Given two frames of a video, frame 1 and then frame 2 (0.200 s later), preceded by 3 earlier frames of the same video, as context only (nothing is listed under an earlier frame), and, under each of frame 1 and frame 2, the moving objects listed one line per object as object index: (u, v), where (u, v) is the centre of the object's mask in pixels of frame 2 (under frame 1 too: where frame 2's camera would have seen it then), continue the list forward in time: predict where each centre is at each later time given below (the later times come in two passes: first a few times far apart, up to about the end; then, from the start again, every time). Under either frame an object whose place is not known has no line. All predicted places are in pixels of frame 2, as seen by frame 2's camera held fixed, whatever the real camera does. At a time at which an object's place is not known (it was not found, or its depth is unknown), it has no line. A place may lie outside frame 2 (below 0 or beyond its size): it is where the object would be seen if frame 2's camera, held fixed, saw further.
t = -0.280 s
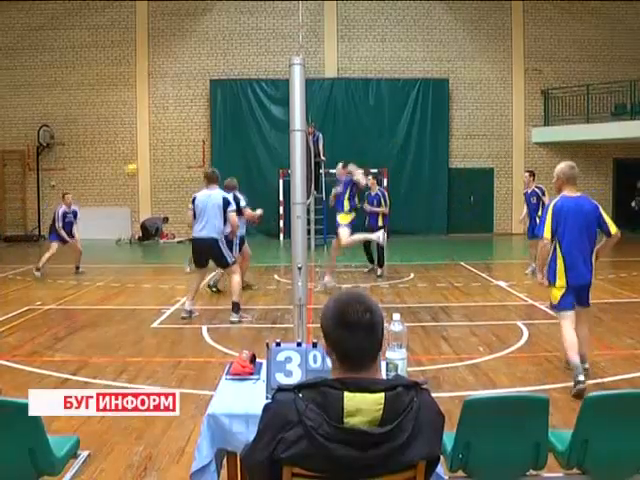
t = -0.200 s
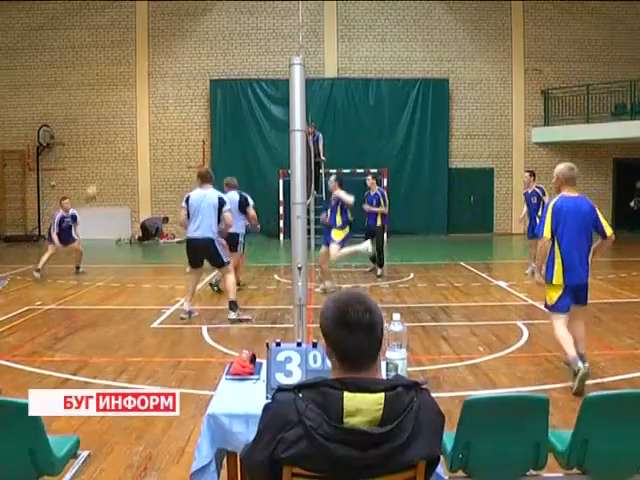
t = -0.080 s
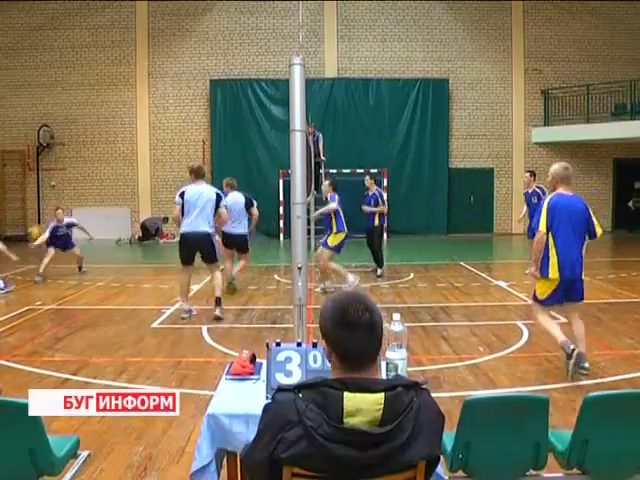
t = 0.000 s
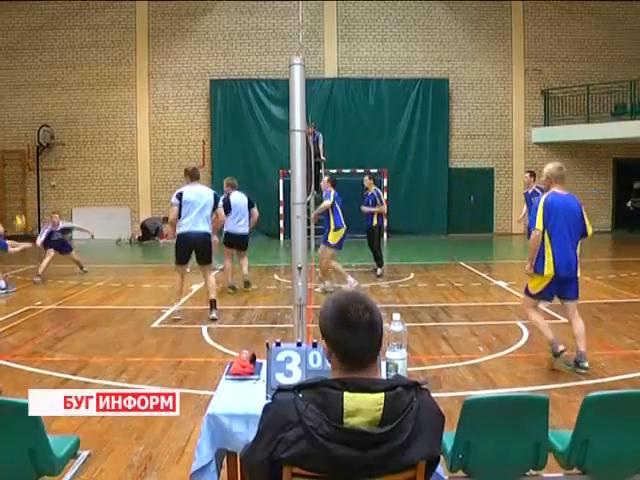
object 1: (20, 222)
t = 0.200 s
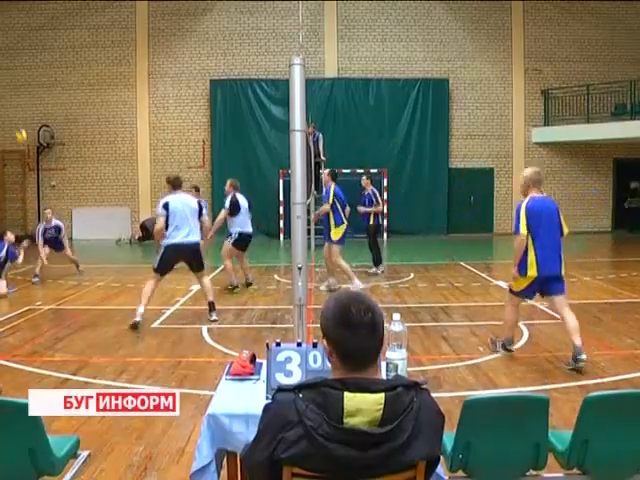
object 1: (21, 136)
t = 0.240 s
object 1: (22, 121)
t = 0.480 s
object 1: (23, 62)
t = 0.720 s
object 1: (25, 39)
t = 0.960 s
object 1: (26, 48)
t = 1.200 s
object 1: (28, 88)
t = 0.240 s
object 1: (22, 121)
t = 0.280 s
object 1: (21, 109)
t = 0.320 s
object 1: (21, 98)
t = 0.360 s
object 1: (22, 87)
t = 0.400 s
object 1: (22, 78)
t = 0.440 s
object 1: (23, 69)
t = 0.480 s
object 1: (23, 62)
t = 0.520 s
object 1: (23, 56)
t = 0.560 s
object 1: (23, 50)
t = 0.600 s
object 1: (23, 46)
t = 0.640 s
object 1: (24, 42)
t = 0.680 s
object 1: (24, 40)
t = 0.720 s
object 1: (25, 39)
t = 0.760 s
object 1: (24, 39)
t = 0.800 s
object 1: (25, 39)
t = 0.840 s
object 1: (25, 39)
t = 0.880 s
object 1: (25, 41)
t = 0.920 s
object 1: (26, 44)
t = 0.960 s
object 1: (26, 48)
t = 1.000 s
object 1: (26, 52)
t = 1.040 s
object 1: (26, 57)
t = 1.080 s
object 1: (27, 65)
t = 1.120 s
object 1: (27, 71)
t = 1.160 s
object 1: (27, 79)
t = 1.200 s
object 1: (28, 88)
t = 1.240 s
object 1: (28, 97)
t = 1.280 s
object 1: (29, 107)
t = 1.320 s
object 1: (30, 118)
